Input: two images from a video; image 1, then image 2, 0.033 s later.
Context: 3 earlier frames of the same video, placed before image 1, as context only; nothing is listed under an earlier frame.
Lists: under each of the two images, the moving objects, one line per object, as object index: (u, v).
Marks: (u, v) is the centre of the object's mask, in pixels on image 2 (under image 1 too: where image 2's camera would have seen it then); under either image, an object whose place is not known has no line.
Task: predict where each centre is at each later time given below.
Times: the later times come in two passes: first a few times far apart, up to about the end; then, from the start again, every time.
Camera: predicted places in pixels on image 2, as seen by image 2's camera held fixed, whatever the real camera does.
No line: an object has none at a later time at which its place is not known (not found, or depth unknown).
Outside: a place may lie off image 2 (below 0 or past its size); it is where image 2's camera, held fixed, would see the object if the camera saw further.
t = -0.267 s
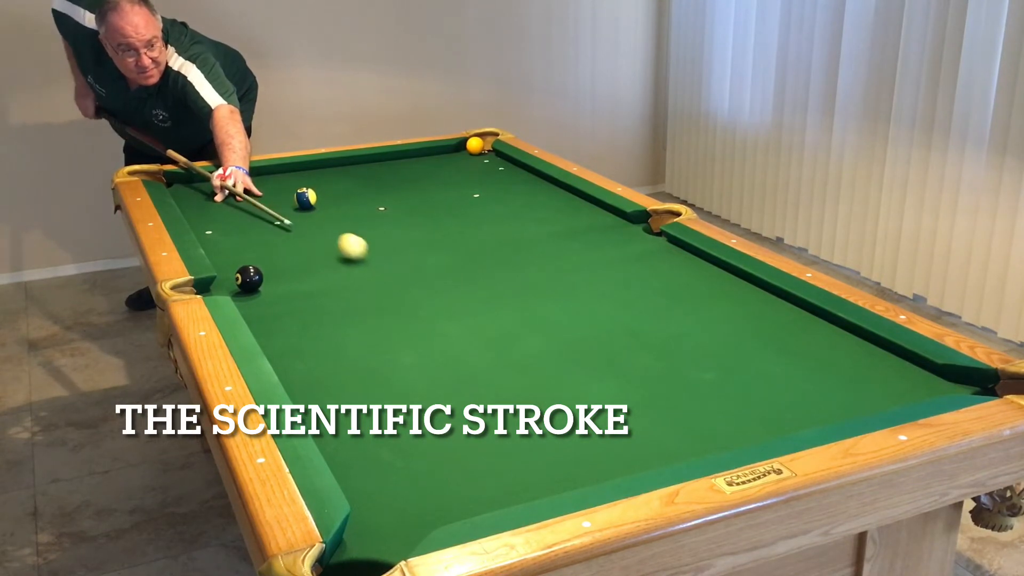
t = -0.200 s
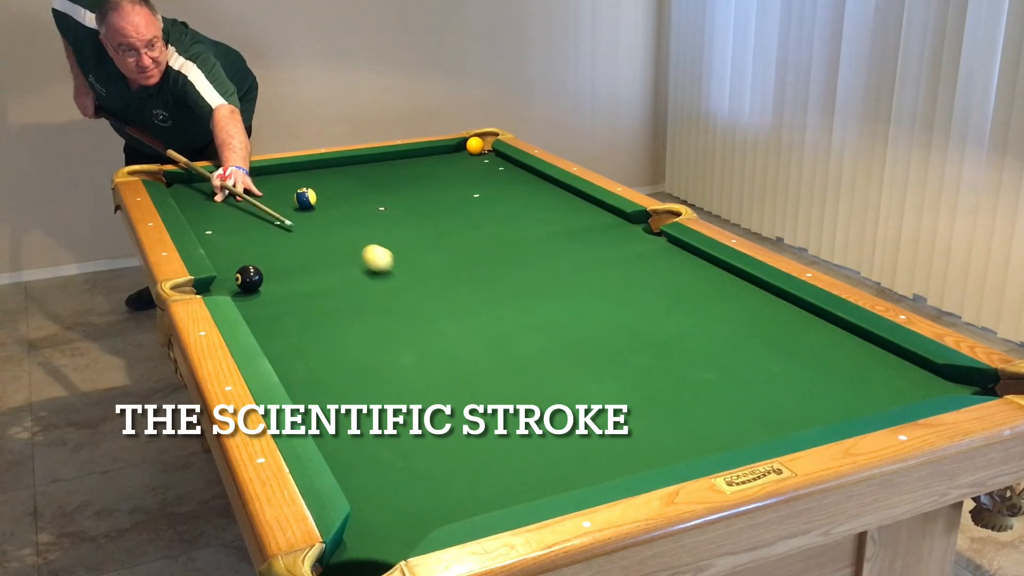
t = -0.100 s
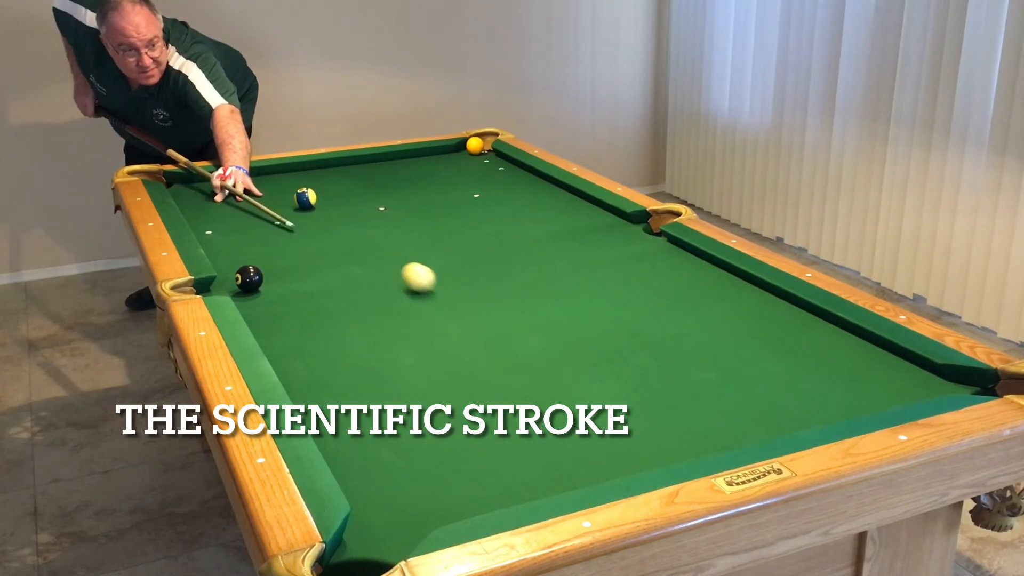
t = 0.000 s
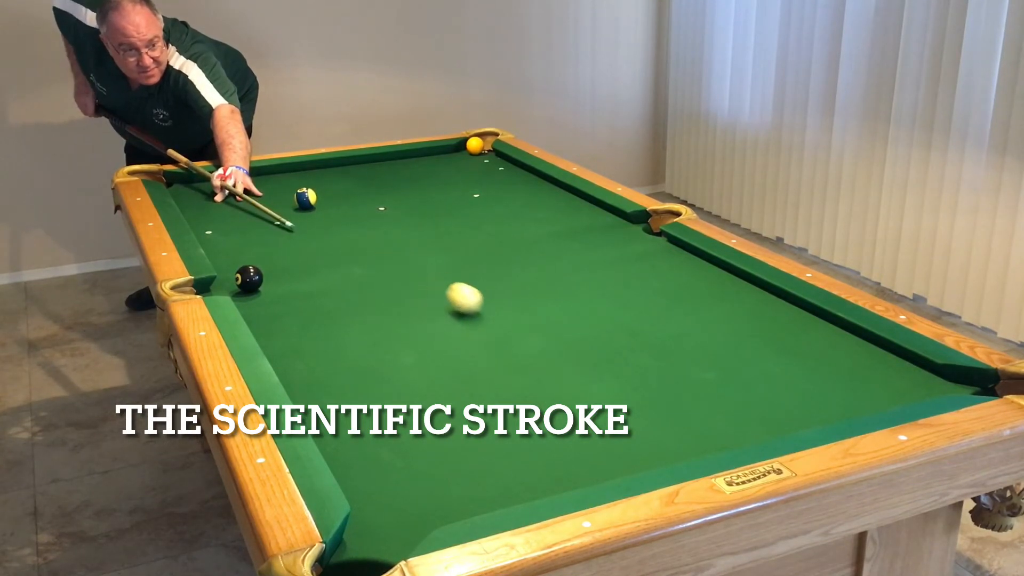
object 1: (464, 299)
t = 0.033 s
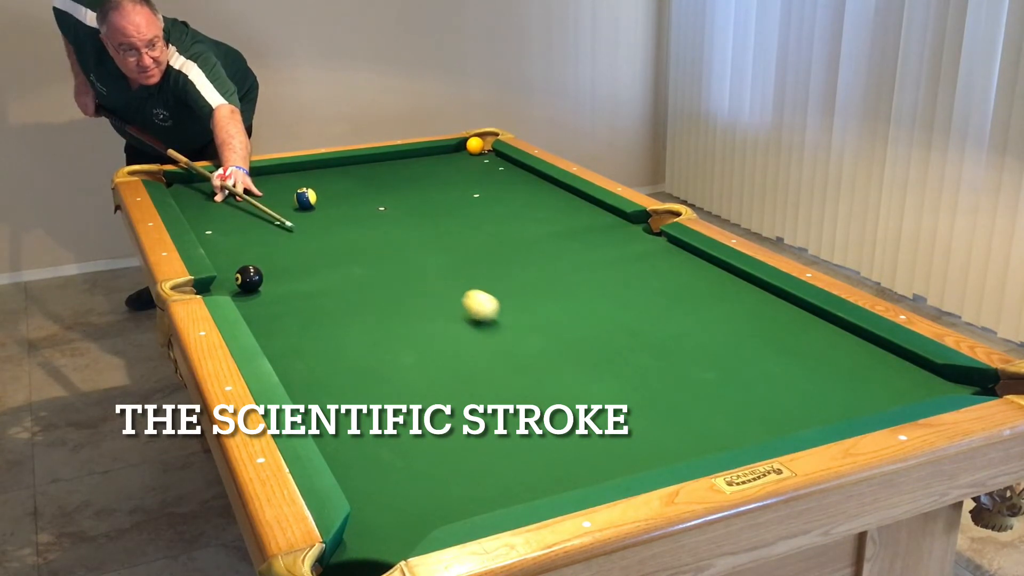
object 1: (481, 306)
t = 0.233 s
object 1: (593, 358)
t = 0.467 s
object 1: (756, 427)
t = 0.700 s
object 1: (694, 367)
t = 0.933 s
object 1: (655, 322)
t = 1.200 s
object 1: (620, 282)
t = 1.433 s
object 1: (595, 253)
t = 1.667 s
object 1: (575, 229)
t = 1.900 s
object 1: (557, 209)
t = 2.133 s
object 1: (543, 191)
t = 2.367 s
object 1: (529, 176)
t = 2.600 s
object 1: (510, 164)
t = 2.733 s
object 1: (496, 159)
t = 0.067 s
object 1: (498, 314)
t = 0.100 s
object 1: (515, 322)
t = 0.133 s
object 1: (533, 330)
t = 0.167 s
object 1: (552, 339)
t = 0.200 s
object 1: (572, 349)
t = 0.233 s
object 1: (593, 358)
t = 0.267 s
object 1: (615, 368)
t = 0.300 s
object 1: (637, 378)
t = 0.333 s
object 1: (661, 389)
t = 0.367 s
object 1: (686, 400)
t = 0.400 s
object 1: (712, 412)
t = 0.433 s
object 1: (738, 424)
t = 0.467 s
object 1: (756, 427)
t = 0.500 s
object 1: (745, 419)
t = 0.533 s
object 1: (733, 409)
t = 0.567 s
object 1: (723, 399)
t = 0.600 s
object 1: (714, 390)
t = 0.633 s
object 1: (707, 382)
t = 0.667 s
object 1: (700, 374)
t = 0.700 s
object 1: (694, 367)
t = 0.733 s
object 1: (688, 360)
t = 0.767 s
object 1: (682, 353)
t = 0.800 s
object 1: (676, 346)
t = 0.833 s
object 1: (671, 340)
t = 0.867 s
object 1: (665, 334)
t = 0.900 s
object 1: (660, 328)
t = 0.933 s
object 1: (655, 322)
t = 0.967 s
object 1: (651, 317)
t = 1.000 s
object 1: (646, 311)
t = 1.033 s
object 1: (641, 306)
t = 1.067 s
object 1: (637, 301)
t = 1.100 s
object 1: (633, 296)
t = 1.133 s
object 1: (628, 291)
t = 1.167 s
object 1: (624, 287)
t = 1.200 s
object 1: (620, 282)
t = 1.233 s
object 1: (617, 278)
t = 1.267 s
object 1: (613, 273)
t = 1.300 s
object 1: (609, 269)
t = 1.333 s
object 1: (606, 265)
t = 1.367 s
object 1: (602, 261)
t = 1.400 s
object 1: (599, 257)
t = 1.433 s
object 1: (595, 253)
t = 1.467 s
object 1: (593, 250)
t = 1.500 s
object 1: (590, 246)
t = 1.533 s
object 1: (587, 242)
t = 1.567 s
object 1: (583, 239)
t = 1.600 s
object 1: (580, 236)
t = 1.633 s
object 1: (578, 233)
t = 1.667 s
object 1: (575, 229)
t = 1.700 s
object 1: (572, 226)
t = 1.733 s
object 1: (570, 223)
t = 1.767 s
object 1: (567, 220)
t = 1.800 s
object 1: (565, 217)
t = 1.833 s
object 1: (563, 214)
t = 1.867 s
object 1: (560, 211)
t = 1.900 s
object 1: (557, 209)
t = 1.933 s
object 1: (555, 206)
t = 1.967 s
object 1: (553, 203)
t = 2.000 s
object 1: (551, 201)
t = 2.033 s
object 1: (549, 198)
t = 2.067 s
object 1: (547, 196)
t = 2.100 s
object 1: (545, 194)
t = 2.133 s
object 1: (543, 191)
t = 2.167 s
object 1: (541, 189)
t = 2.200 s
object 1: (539, 187)
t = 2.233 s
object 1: (537, 184)
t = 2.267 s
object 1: (535, 182)
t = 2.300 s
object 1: (533, 180)
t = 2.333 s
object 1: (531, 178)
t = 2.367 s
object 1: (529, 176)
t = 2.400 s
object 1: (528, 174)
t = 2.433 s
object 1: (526, 172)
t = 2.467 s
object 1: (524, 170)
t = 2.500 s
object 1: (521, 168)
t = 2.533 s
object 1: (518, 167)
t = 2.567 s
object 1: (514, 165)
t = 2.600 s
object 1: (510, 164)
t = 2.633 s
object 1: (506, 163)
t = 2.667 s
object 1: (503, 161)
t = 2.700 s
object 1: (499, 160)
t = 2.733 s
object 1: (496, 159)
